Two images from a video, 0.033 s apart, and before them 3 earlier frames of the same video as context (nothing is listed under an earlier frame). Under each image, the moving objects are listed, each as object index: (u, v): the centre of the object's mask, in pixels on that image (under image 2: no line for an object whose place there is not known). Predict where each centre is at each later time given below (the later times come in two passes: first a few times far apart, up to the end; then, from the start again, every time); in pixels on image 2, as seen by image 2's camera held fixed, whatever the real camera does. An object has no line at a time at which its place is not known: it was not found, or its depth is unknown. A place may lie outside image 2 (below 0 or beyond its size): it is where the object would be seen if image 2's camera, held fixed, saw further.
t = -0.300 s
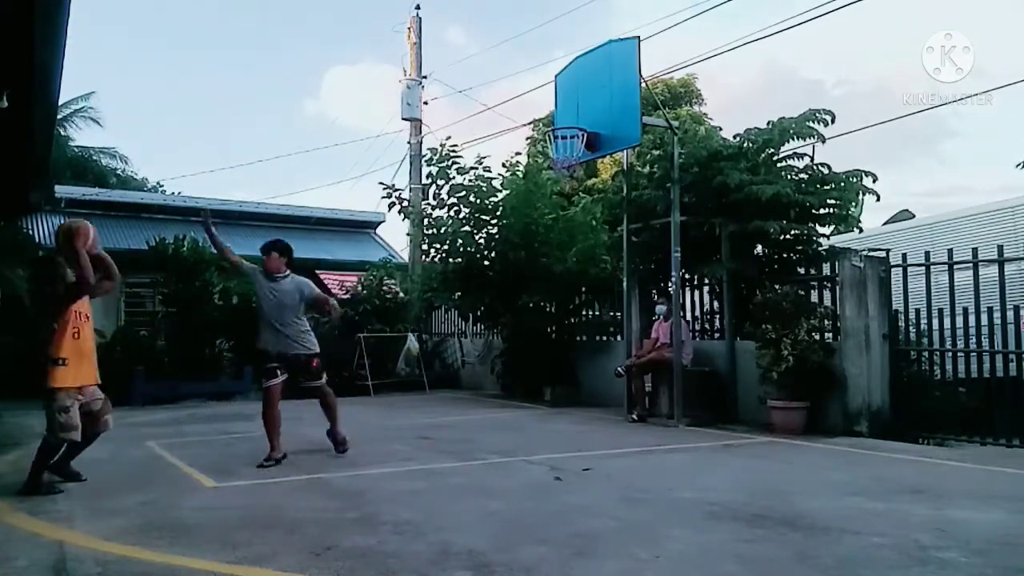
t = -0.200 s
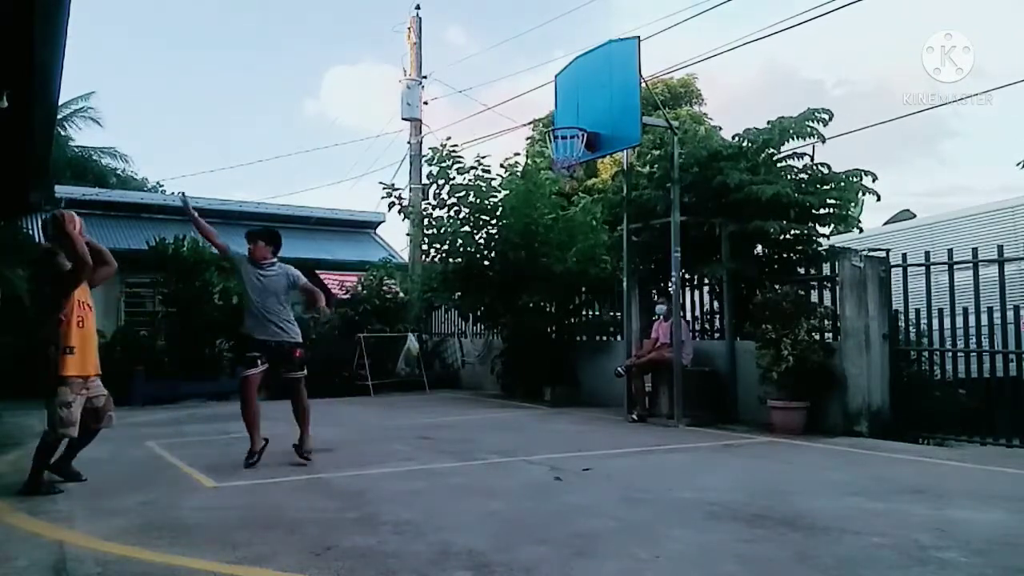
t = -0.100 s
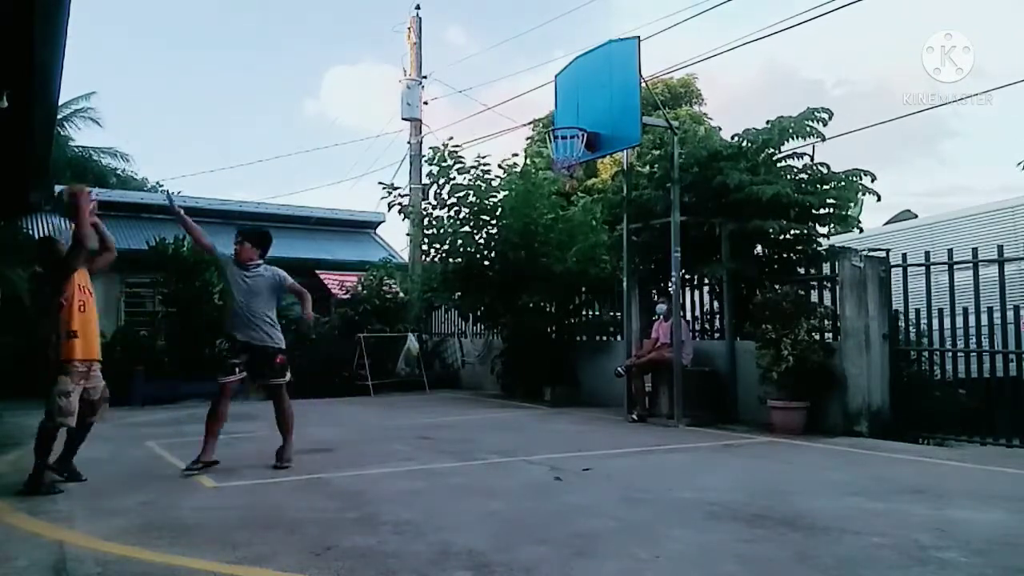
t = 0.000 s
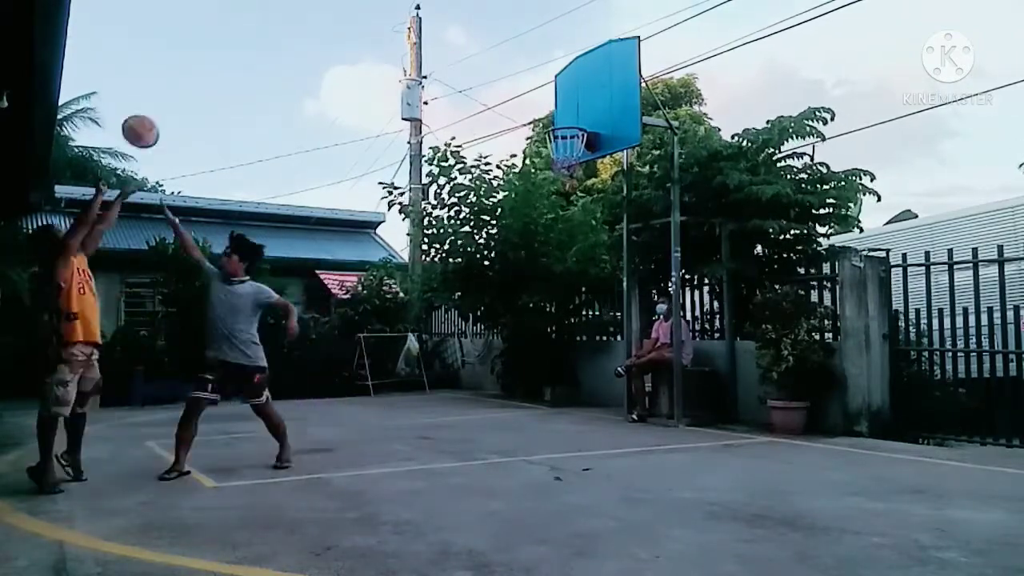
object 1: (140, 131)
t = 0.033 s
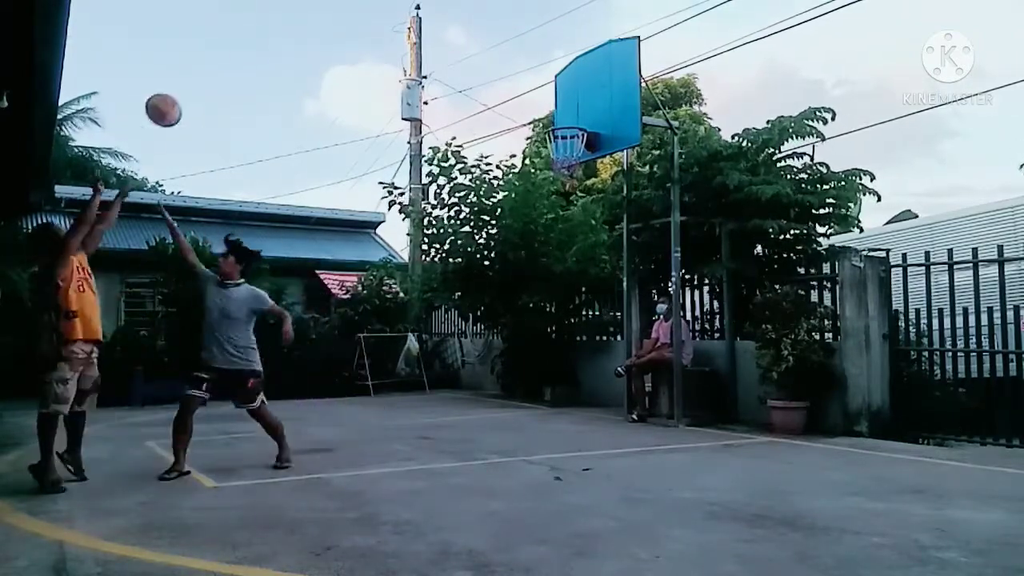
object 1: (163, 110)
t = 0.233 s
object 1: (286, 28)
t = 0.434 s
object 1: (387, 10)
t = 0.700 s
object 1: (499, 49)
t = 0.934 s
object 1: (569, 138)
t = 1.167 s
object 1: (534, 158)
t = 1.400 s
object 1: (518, 202)
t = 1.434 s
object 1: (516, 211)
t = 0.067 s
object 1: (185, 91)
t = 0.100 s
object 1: (207, 74)
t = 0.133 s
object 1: (228, 60)
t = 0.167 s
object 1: (248, 47)
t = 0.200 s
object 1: (267, 36)
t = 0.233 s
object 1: (286, 28)
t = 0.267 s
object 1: (304, 20)
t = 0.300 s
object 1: (322, 14)
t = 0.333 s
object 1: (339, 12)
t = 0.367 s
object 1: (356, 10)
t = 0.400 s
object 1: (372, 9)
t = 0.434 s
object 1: (387, 10)
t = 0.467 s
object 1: (402, 10)
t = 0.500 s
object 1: (418, 11)
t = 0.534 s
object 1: (433, 13)
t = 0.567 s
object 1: (446, 18)
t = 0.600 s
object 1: (460, 25)
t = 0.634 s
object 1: (474, 32)
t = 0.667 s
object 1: (487, 40)
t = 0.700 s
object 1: (499, 49)
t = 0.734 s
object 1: (512, 59)
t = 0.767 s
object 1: (524, 71)
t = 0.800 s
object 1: (536, 83)
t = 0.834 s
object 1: (547, 96)
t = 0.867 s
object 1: (557, 110)
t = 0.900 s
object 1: (569, 123)
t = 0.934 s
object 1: (569, 138)
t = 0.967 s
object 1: (562, 146)
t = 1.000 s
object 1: (552, 155)
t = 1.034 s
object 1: (546, 155)
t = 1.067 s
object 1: (542, 157)
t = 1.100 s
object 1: (539, 157)
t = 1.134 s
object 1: (535, 156)
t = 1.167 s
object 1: (534, 158)
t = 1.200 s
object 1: (532, 160)
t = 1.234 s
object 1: (530, 164)
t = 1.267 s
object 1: (526, 169)
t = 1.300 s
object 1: (526, 175)
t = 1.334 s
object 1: (523, 182)
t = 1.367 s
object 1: (521, 190)
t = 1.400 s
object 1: (518, 202)
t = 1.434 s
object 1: (516, 211)
